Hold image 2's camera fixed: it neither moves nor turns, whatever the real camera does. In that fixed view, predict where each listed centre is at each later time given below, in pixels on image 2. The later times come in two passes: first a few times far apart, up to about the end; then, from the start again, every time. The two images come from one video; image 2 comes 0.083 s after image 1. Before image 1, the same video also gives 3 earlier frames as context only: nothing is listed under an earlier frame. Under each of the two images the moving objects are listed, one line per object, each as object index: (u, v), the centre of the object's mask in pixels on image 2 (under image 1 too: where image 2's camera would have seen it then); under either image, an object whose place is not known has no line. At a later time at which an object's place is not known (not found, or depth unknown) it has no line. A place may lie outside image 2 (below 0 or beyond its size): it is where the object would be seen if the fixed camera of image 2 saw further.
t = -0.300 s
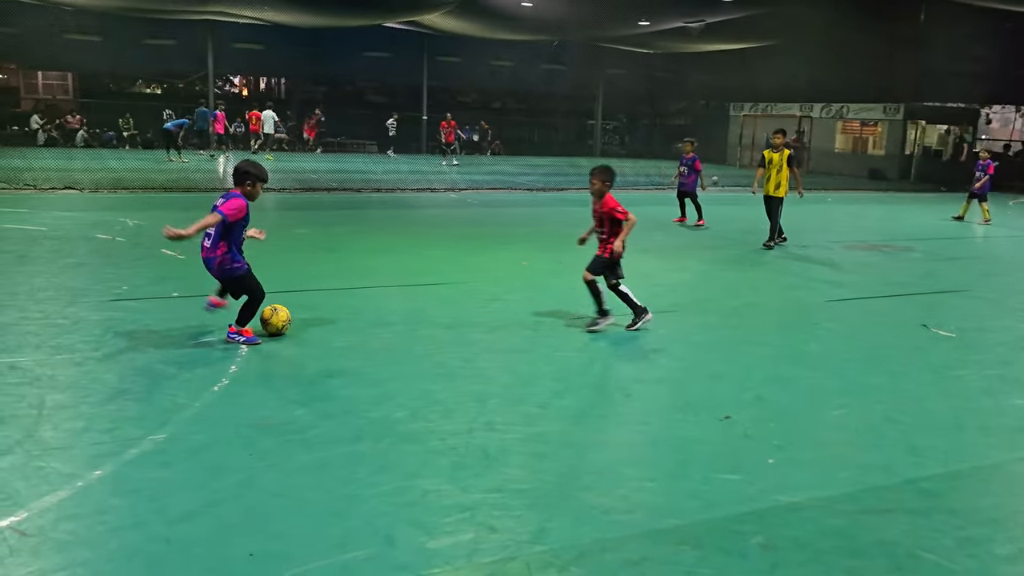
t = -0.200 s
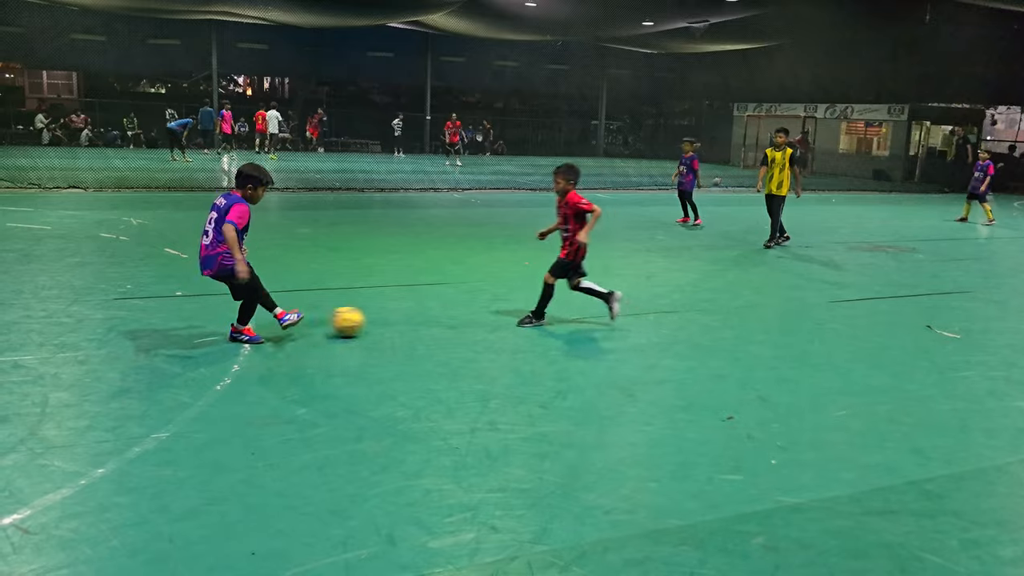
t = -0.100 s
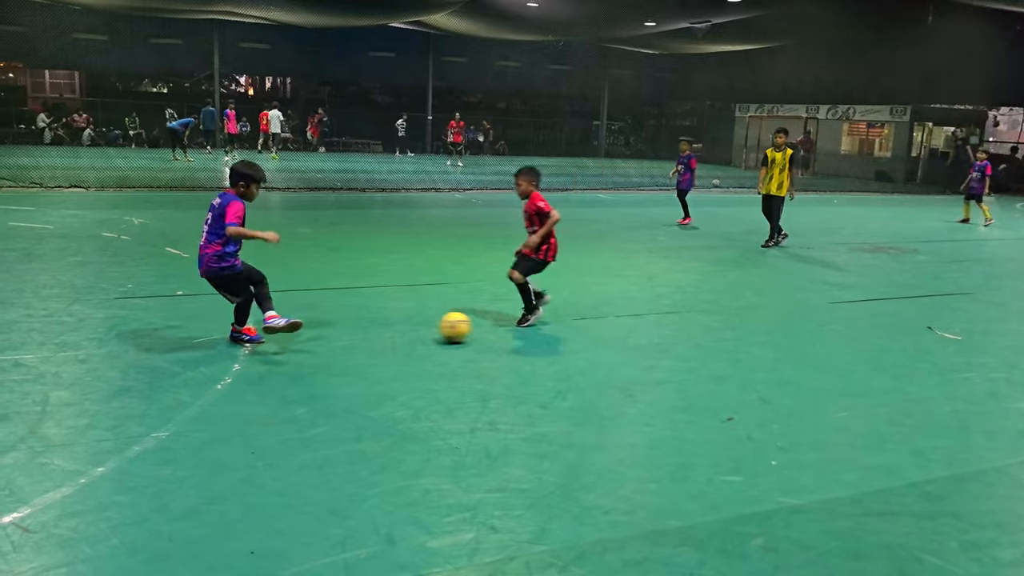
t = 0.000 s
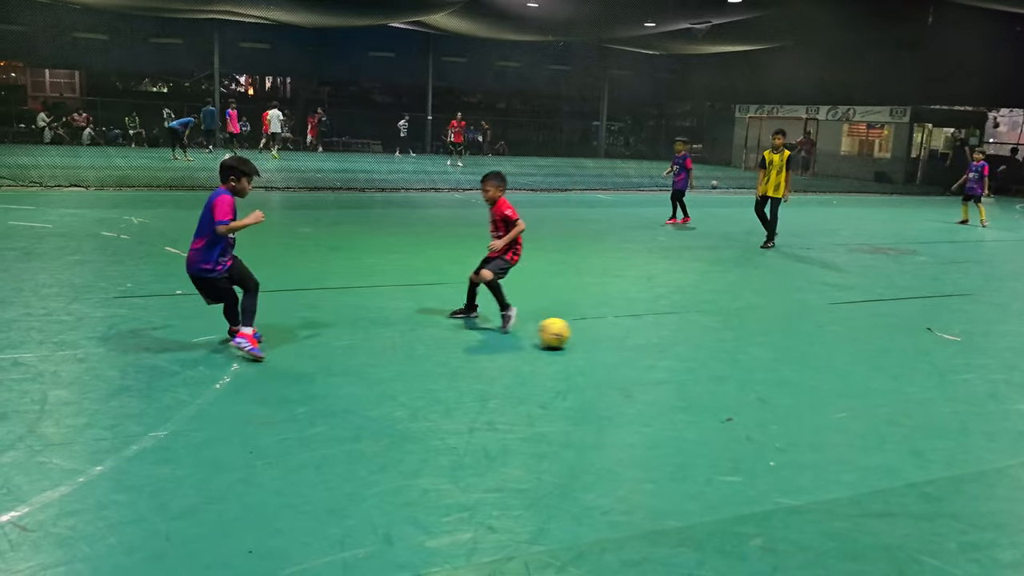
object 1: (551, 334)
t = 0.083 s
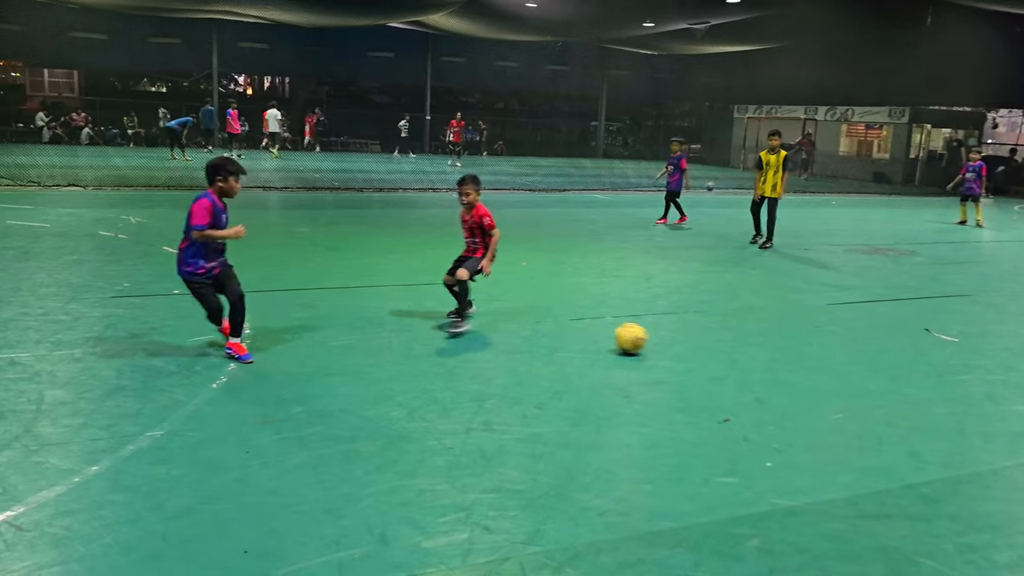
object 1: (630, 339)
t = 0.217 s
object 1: (745, 346)
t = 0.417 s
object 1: (894, 355)
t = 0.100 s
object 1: (645, 340)
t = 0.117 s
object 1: (660, 341)
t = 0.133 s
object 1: (674, 342)
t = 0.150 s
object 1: (689, 343)
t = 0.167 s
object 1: (703, 344)
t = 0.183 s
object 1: (717, 344)
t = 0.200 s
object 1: (731, 345)
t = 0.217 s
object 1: (745, 346)
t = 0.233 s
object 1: (758, 347)
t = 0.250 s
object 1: (772, 348)
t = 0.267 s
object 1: (786, 349)
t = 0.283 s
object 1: (798, 349)
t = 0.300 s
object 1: (810, 350)
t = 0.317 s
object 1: (823, 351)
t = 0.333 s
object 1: (835, 352)
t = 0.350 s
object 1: (846, 352)
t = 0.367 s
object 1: (860, 353)
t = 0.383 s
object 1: (871, 353)
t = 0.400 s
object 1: (882, 355)
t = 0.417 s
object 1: (894, 355)
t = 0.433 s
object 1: (905, 356)
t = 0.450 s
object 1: (917, 357)
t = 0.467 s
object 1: (929, 358)
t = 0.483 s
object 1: (940, 358)
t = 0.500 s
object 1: (952, 359)
